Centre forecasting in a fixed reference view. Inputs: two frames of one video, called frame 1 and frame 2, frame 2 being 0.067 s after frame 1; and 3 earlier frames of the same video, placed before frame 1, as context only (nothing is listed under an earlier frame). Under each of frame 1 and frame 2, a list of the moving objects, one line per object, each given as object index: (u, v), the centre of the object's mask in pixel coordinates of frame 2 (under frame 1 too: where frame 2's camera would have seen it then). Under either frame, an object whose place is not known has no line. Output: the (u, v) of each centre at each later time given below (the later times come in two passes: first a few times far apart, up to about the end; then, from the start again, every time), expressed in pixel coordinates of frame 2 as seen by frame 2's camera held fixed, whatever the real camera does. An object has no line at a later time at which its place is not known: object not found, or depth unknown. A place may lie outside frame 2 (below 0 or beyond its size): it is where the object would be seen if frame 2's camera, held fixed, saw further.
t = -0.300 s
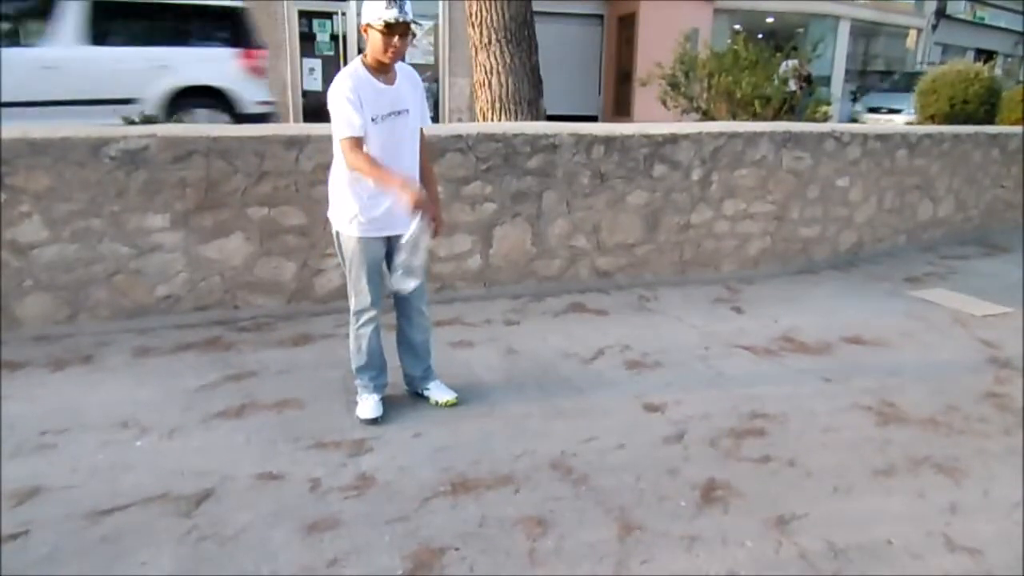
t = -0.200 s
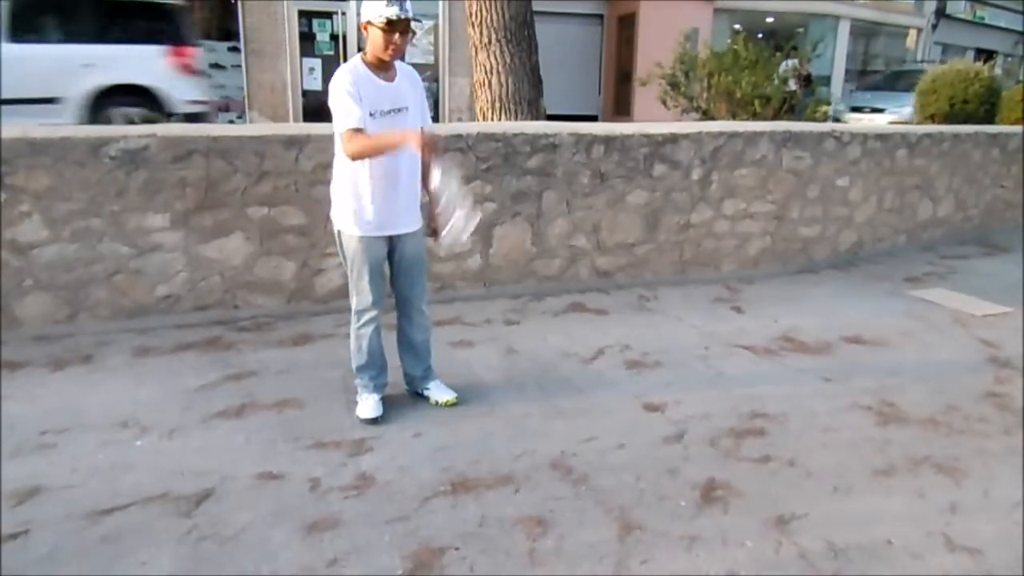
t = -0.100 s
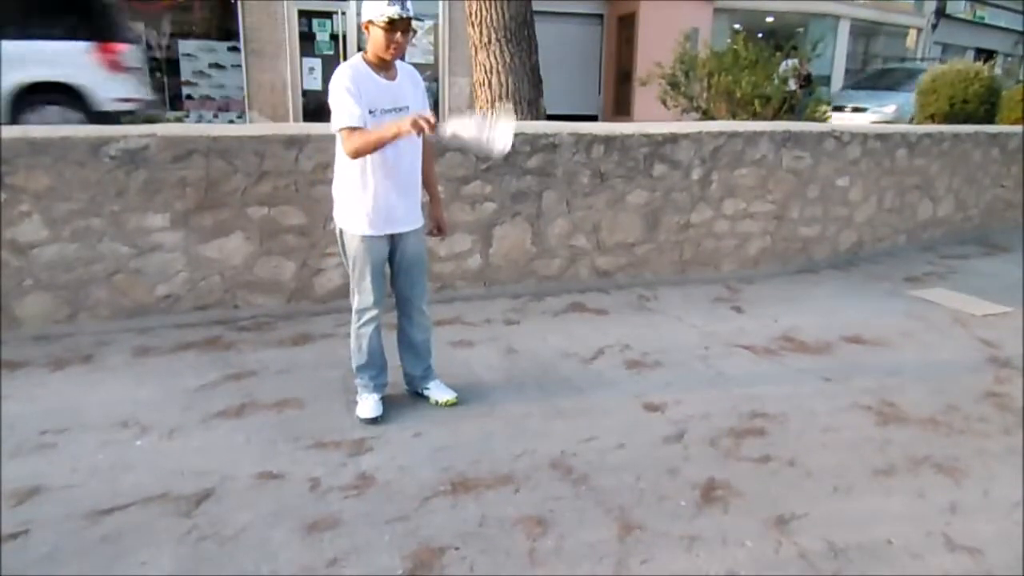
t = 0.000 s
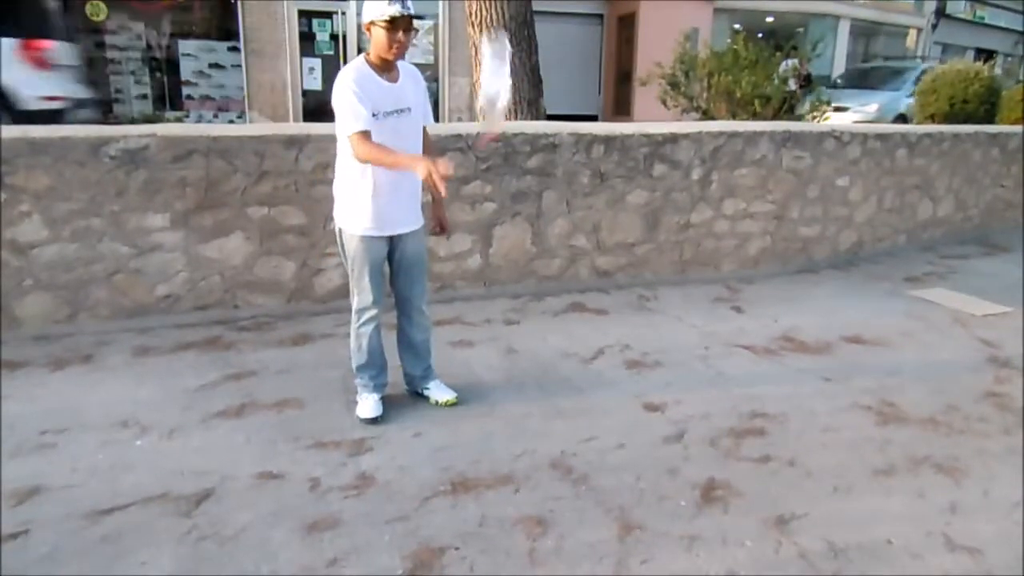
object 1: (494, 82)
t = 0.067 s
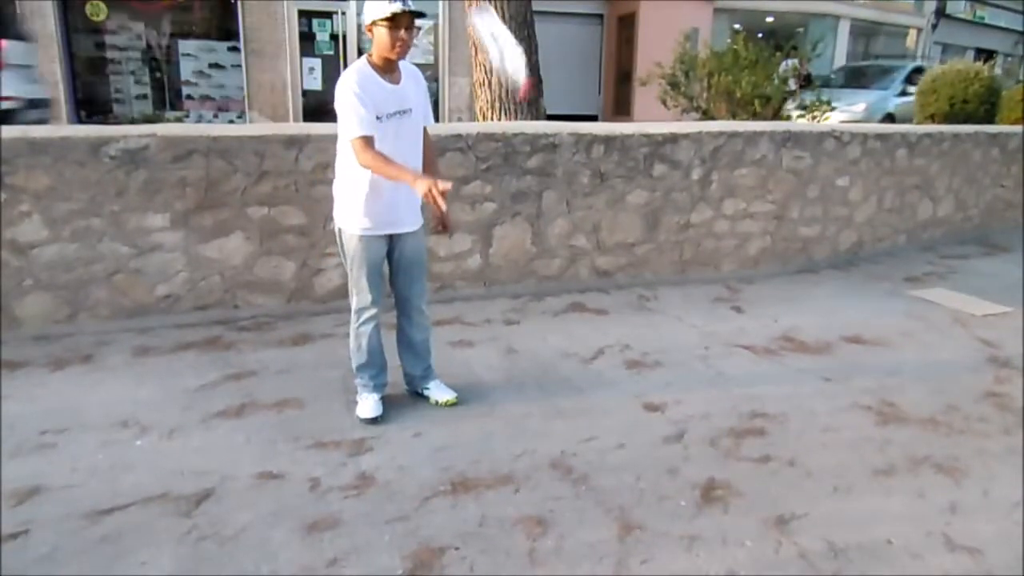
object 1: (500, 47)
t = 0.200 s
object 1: (503, 34)
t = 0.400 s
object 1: (505, 131)
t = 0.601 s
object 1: (510, 318)
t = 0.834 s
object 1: (504, 417)
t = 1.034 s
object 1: (509, 449)
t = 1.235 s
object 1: (511, 457)
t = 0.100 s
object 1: (501, 38)
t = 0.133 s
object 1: (501, 32)
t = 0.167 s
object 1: (502, 31)
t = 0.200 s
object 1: (503, 34)
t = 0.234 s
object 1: (504, 41)
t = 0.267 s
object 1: (505, 51)
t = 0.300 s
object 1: (505, 66)
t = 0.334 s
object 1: (507, 84)
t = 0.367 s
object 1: (508, 105)
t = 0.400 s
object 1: (505, 131)
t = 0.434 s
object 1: (504, 160)
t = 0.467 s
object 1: (505, 189)
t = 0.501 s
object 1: (506, 222)
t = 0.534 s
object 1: (505, 258)
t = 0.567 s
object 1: (505, 298)
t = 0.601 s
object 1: (510, 318)
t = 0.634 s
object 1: (506, 378)
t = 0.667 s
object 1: (505, 422)
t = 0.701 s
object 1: (505, 429)
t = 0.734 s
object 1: (504, 428)
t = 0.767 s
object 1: (504, 423)
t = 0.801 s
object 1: (503, 418)
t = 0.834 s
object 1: (504, 417)
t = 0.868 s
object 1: (503, 418)
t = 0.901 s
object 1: (502, 423)
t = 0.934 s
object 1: (503, 427)
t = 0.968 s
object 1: (504, 432)
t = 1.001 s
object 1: (506, 439)
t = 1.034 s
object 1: (509, 449)
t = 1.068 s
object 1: (512, 454)
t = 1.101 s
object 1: (513, 455)
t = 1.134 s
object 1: (514, 456)
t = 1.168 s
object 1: (513, 456)
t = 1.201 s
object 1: (512, 457)
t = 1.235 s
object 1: (511, 457)
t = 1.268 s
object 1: (510, 457)
